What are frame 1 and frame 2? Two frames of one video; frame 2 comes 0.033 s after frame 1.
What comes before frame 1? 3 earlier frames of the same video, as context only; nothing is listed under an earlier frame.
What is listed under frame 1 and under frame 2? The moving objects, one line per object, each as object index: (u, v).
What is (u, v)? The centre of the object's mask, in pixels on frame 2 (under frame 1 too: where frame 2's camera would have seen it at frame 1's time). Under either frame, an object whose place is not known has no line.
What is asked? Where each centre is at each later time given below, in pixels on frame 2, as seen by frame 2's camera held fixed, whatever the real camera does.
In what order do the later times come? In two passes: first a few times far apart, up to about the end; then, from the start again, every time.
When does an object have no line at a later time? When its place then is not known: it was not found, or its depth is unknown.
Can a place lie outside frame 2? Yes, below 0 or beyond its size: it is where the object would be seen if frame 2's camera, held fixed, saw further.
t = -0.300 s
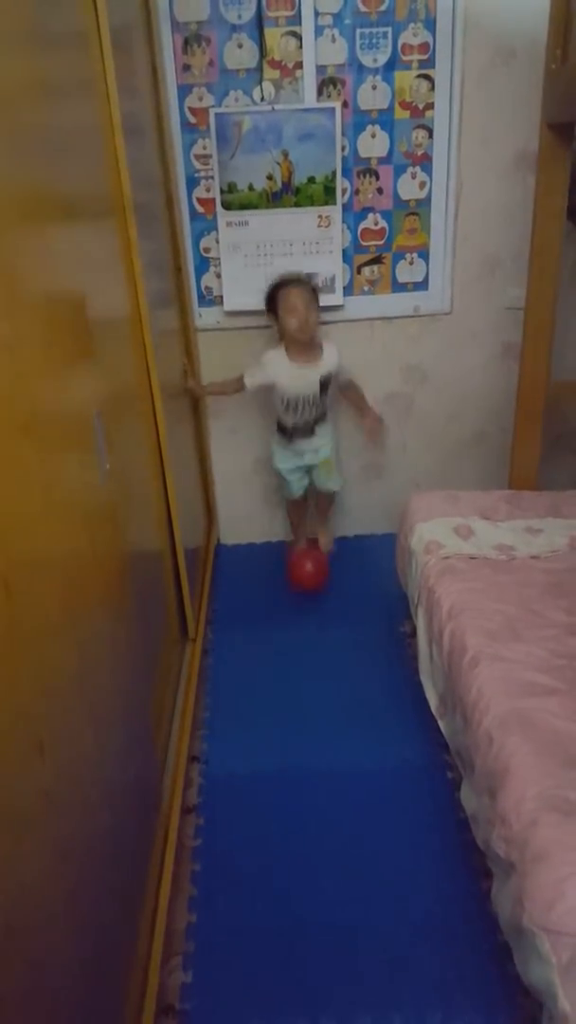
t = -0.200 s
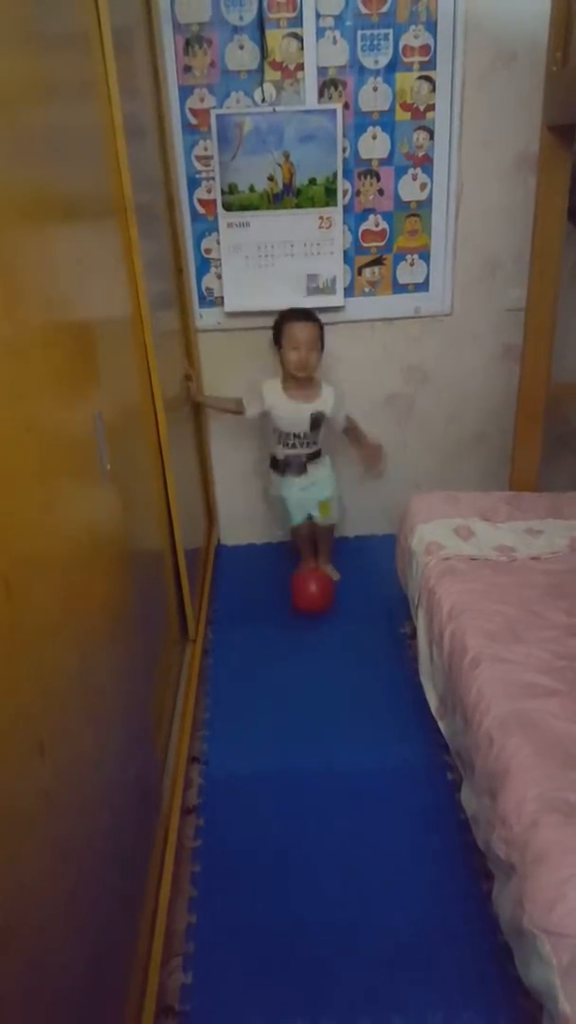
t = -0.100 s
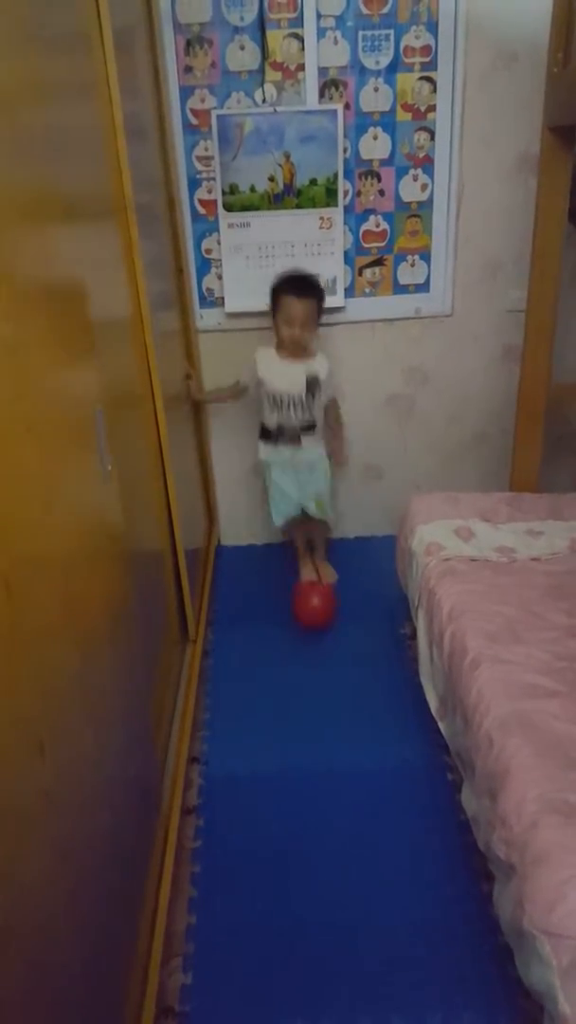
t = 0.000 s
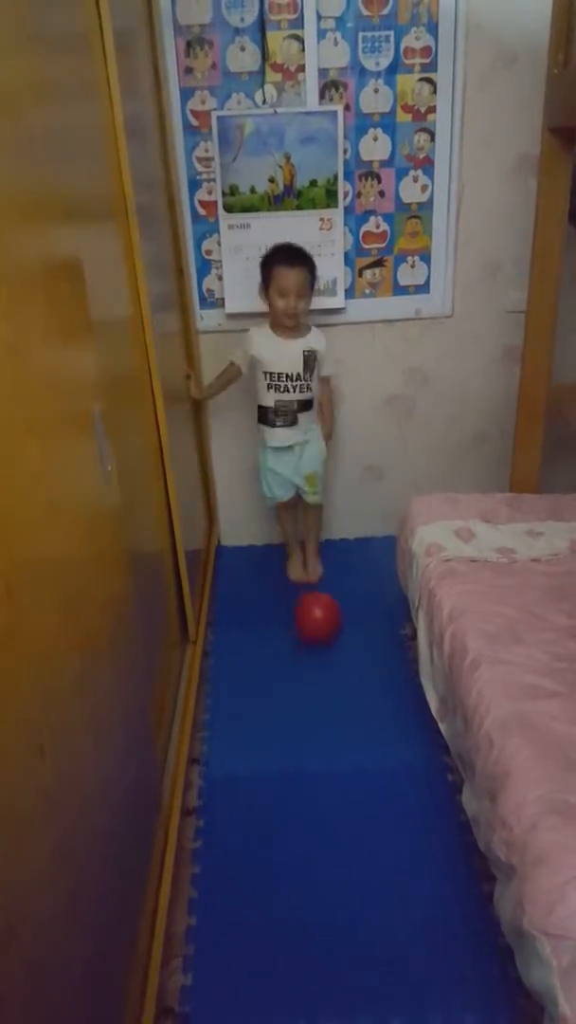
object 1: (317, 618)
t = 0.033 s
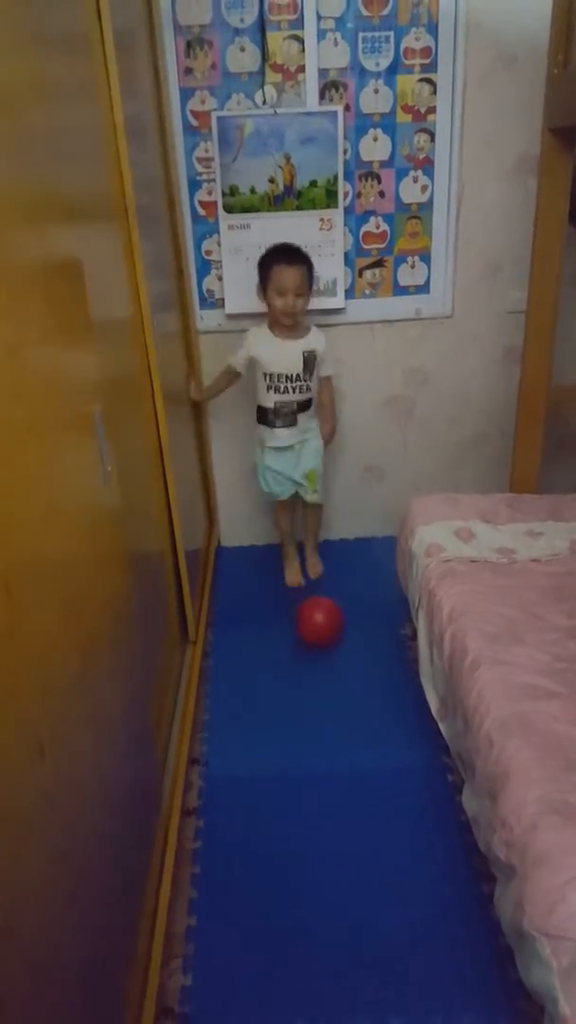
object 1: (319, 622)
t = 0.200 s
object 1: (322, 642)
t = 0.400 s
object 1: (329, 663)
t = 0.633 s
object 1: (337, 692)
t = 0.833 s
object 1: (346, 716)
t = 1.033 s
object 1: (355, 742)
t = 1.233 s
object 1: (365, 767)
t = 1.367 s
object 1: (374, 780)
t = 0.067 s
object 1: (320, 625)
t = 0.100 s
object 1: (320, 630)
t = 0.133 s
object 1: (321, 634)
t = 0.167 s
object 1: (321, 638)
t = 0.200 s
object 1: (322, 642)
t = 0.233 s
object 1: (323, 645)
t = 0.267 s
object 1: (324, 649)
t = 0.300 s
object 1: (325, 652)
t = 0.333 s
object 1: (326, 657)
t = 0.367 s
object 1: (328, 660)
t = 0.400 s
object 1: (329, 663)
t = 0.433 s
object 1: (330, 668)
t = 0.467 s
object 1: (331, 671)
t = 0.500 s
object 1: (332, 675)
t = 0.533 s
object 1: (334, 679)
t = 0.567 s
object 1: (335, 683)
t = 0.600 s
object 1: (336, 688)
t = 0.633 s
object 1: (337, 692)
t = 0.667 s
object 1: (339, 696)
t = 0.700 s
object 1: (340, 699)
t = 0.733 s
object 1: (342, 704)
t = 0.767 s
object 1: (343, 708)
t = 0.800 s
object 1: (345, 711)
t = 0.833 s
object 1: (346, 716)
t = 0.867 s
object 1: (348, 720)
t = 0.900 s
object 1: (349, 725)
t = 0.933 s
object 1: (351, 730)
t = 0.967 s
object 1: (352, 734)
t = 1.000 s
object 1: (354, 737)
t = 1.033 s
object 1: (355, 742)
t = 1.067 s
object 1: (357, 745)
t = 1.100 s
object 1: (358, 750)
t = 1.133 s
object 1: (360, 754)
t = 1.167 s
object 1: (361, 758)
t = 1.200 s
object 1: (363, 761)
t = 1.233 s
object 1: (365, 767)
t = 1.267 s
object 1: (366, 770)
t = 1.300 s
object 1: (369, 774)
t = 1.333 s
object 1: (371, 777)
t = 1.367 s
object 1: (374, 780)
